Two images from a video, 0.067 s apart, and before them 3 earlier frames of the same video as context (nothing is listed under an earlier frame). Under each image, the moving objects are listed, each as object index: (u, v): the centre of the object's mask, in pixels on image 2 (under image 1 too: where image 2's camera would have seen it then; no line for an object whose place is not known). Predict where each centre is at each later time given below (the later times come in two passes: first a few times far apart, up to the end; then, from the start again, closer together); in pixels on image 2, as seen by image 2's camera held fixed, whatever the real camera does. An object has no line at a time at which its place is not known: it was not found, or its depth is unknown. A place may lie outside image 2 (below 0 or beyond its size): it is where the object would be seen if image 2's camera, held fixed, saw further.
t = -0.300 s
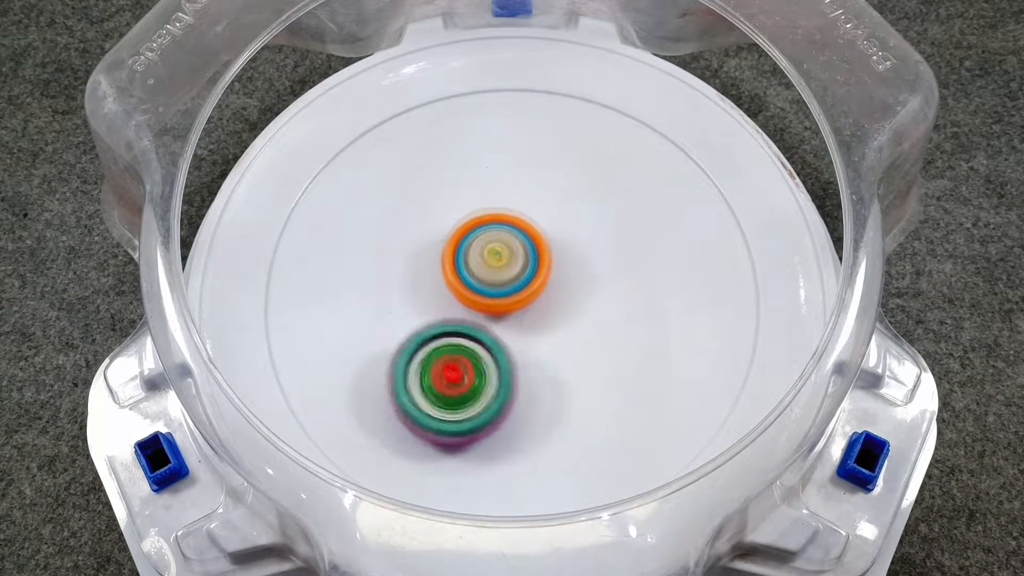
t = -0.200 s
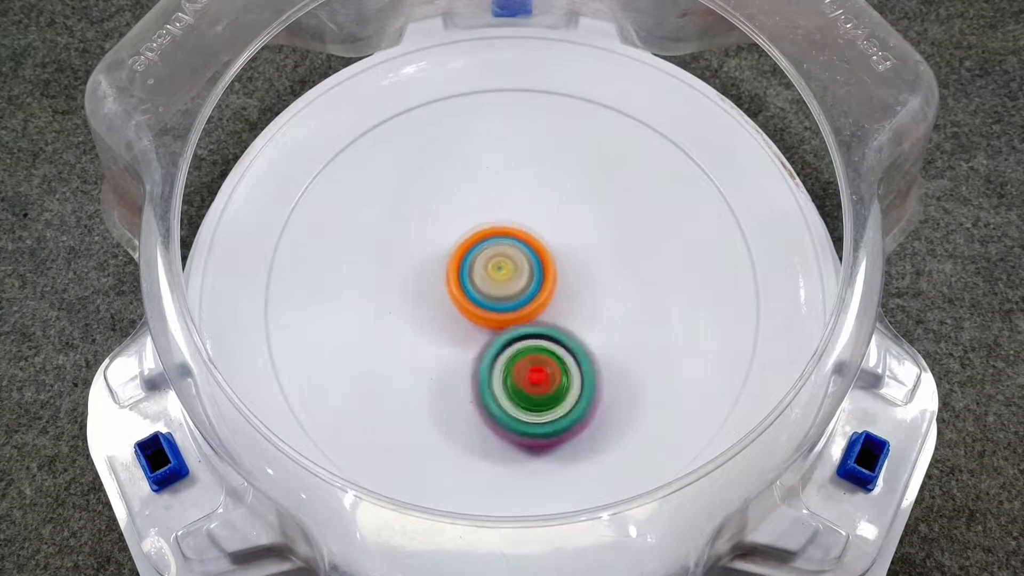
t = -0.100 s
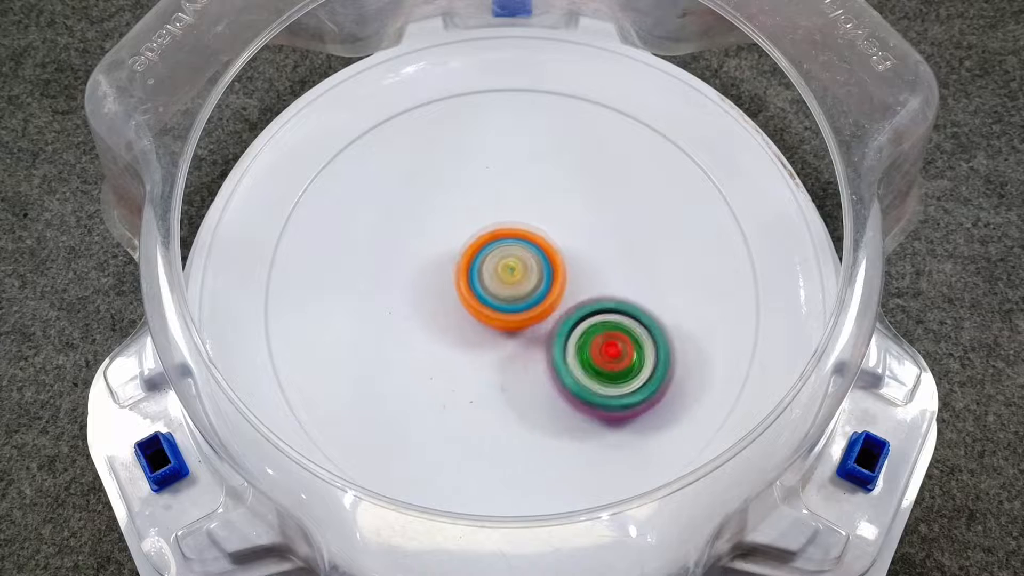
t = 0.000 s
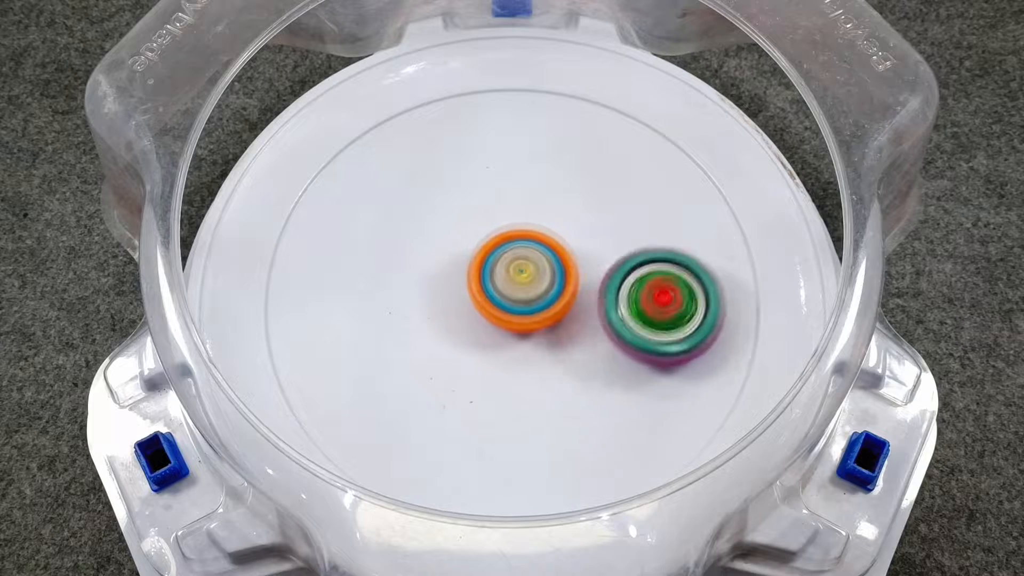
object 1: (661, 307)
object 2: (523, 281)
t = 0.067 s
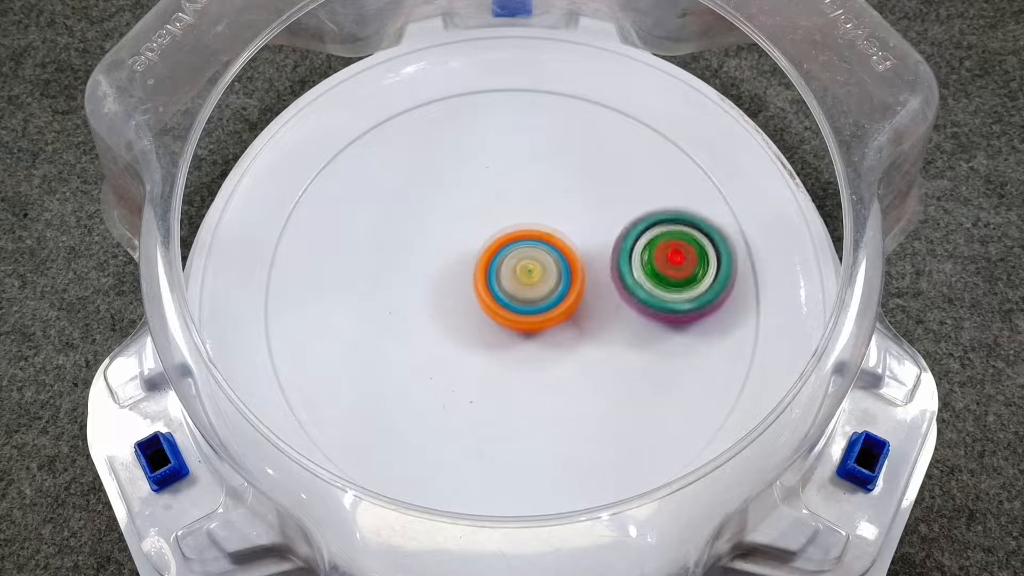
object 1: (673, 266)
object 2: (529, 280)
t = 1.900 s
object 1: (567, 229)
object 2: (499, 322)
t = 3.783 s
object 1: (540, 279)
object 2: (419, 286)
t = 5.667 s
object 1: (549, 241)
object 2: (524, 350)
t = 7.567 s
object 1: (556, 320)
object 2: (450, 265)
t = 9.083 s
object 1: (464, 303)
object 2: (579, 267)
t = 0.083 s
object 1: (674, 256)
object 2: (530, 281)
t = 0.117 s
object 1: (673, 237)
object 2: (533, 281)
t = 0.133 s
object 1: (672, 228)
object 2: (534, 281)
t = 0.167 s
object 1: (666, 210)
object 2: (537, 279)
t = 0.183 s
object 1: (662, 201)
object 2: (538, 279)
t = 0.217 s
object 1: (651, 186)
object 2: (541, 277)
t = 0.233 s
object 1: (645, 179)
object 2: (541, 277)
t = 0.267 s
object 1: (632, 166)
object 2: (541, 276)
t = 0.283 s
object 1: (624, 160)
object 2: (541, 276)
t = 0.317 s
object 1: (608, 150)
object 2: (541, 275)
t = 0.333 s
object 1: (600, 146)
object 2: (541, 275)
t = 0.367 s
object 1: (582, 140)
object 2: (541, 275)
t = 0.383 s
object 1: (574, 138)
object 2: (541, 274)
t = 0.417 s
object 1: (556, 136)
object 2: (540, 274)
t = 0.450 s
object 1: (538, 138)
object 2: (539, 275)
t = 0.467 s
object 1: (529, 139)
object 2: (538, 275)
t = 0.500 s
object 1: (513, 144)
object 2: (539, 276)
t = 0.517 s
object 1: (504, 148)
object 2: (539, 277)
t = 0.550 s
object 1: (488, 156)
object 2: (539, 278)
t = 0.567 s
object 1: (481, 161)
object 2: (538, 279)
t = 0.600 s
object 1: (467, 173)
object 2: (537, 281)
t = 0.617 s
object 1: (461, 180)
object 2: (537, 282)
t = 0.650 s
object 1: (451, 194)
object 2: (537, 284)
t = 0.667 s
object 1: (446, 202)
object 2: (538, 284)
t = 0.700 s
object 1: (438, 219)
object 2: (539, 285)
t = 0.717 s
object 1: (435, 228)
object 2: (540, 285)
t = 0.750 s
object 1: (430, 244)
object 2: (543, 287)
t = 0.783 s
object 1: (427, 262)
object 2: (546, 290)
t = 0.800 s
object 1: (426, 270)
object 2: (548, 290)
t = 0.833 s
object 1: (427, 287)
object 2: (551, 290)
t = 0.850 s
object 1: (428, 296)
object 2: (553, 290)
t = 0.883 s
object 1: (432, 313)
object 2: (557, 290)
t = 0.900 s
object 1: (435, 321)
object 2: (559, 290)
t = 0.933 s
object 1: (445, 337)
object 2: (563, 289)
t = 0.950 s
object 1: (450, 344)
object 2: (565, 289)
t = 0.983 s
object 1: (463, 356)
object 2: (568, 287)
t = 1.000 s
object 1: (470, 362)
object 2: (568, 285)
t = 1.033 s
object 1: (485, 371)
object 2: (570, 283)
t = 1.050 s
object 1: (494, 375)
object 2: (571, 283)
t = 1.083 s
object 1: (511, 382)
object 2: (571, 281)
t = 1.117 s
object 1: (528, 386)
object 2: (570, 279)
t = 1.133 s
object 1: (537, 387)
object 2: (569, 278)
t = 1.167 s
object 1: (555, 388)
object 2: (567, 276)
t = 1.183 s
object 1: (564, 388)
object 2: (565, 275)
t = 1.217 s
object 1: (581, 384)
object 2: (563, 274)
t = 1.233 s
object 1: (589, 382)
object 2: (562, 273)
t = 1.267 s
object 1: (603, 377)
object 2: (559, 272)
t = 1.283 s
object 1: (610, 374)
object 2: (558, 272)
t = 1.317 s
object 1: (622, 367)
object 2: (555, 272)
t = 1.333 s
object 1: (626, 362)
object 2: (553, 272)
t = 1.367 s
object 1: (635, 353)
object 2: (550, 272)
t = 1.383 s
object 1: (639, 348)
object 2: (547, 272)
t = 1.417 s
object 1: (646, 338)
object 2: (545, 273)
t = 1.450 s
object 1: (650, 329)
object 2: (541, 274)
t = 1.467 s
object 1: (652, 323)
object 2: (539, 274)
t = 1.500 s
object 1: (654, 313)
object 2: (534, 276)
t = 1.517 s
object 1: (655, 307)
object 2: (532, 277)
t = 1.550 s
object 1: (654, 296)
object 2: (529, 279)
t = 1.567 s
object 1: (652, 291)
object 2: (527, 281)
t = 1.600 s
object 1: (648, 281)
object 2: (524, 284)
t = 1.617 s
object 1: (645, 276)
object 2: (522, 285)
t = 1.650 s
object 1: (639, 268)
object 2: (518, 289)
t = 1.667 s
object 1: (636, 263)
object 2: (516, 290)
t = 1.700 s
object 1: (629, 255)
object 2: (513, 294)
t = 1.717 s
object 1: (624, 251)
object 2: (512, 295)
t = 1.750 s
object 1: (617, 245)
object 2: (508, 300)
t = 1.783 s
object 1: (607, 240)
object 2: (505, 305)
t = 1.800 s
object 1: (602, 237)
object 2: (503, 307)
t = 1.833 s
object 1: (590, 234)
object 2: (502, 312)
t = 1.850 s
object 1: (585, 232)
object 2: (501, 314)
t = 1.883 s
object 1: (572, 230)
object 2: (500, 319)
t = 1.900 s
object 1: (567, 229)
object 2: (499, 322)
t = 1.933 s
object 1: (555, 228)
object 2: (498, 327)
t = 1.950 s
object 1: (549, 228)
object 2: (498, 329)
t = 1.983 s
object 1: (537, 230)
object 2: (497, 335)
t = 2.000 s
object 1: (531, 231)
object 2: (498, 338)
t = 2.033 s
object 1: (519, 234)
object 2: (500, 344)
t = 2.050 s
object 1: (514, 236)
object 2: (501, 346)
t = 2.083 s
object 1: (504, 240)
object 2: (505, 351)
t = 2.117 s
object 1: (496, 245)
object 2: (509, 355)
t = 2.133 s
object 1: (491, 247)
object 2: (511, 357)
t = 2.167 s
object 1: (482, 252)
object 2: (516, 359)
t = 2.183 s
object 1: (478, 255)
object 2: (519, 361)
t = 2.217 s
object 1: (470, 260)
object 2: (524, 364)
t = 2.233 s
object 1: (466, 264)
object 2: (526, 365)
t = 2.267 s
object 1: (459, 271)
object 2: (531, 365)
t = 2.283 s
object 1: (456, 275)
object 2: (533, 365)
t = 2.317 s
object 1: (451, 283)
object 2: (538, 364)
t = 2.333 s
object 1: (448, 287)
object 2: (542, 363)
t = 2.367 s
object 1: (443, 295)
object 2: (548, 362)
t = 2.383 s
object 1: (442, 299)
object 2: (550, 361)
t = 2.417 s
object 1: (440, 308)
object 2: (555, 359)
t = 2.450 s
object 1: (439, 317)
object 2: (559, 356)
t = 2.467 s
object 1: (439, 321)
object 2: (561, 354)
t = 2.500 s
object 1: (439, 330)
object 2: (565, 350)
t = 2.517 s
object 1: (440, 335)
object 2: (567, 348)
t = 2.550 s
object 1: (443, 343)
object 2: (570, 342)
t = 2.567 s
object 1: (444, 346)
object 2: (571, 339)
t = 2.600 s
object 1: (447, 352)
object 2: (574, 334)
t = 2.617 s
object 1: (449, 355)
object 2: (574, 330)
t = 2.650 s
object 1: (454, 361)
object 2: (574, 325)
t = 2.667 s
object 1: (456, 363)
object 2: (574, 322)
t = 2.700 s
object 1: (462, 367)
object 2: (575, 317)
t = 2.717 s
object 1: (465, 369)
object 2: (575, 314)
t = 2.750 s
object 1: (470, 373)
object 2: (575, 307)
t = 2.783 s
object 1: (477, 375)
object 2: (574, 302)
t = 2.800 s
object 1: (481, 375)
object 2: (574, 298)
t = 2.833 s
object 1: (488, 376)
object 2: (570, 292)
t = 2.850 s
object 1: (492, 376)
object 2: (569, 289)
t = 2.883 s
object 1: (498, 376)
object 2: (567, 283)
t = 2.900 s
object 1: (500, 376)
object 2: (566, 279)
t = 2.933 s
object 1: (507, 375)
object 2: (562, 274)
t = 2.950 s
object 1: (510, 374)
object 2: (559, 272)
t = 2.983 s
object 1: (516, 373)
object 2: (555, 267)
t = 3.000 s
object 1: (518, 372)
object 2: (552, 265)
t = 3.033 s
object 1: (524, 370)
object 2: (546, 260)
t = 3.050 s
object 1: (526, 368)
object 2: (544, 258)
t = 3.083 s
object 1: (532, 364)
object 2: (537, 255)
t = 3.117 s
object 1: (536, 360)
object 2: (532, 251)
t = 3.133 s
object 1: (537, 357)
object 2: (530, 249)
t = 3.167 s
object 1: (541, 354)
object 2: (523, 245)
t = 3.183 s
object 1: (542, 351)
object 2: (520, 244)
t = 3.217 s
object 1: (545, 346)
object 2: (514, 242)
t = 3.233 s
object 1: (546, 344)
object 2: (510, 240)
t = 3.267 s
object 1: (548, 340)
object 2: (504, 238)
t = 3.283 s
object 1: (549, 337)
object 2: (500, 238)
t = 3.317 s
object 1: (550, 332)
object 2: (494, 237)
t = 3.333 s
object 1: (550, 330)
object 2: (490, 235)
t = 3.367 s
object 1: (551, 326)
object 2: (483, 234)
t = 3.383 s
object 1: (552, 323)
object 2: (481, 234)
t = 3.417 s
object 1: (551, 318)
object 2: (475, 235)
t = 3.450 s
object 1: (553, 314)
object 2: (468, 235)
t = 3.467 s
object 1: (553, 312)
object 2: (464, 234)
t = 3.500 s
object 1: (553, 307)
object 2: (457, 237)
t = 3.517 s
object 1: (552, 304)
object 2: (454, 239)
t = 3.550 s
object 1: (550, 300)
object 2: (448, 243)
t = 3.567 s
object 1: (549, 299)
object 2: (443, 244)
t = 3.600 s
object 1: (548, 296)
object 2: (436, 250)
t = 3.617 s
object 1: (548, 294)
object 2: (433, 252)
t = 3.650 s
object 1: (545, 291)
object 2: (427, 259)
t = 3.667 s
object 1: (544, 289)
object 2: (426, 264)
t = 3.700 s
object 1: (544, 287)
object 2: (422, 271)
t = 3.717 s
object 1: (544, 285)
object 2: (420, 274)
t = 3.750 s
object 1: (543, 282)
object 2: (419, 280)
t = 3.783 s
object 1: (540, 279)
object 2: (419, 286)
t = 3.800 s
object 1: (540, 278)
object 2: (418, 288)
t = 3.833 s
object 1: (544, 277)
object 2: (413, 291)
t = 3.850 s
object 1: (545, 275)
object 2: (413, 293)
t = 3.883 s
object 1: (545, 273)
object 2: (415, 298)
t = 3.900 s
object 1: (545, 272)
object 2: (416, 300)
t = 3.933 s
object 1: (543, 270)
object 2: (420, 304)
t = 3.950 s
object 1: (542, 269)
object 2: (423, 306)
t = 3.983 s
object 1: (540, 268)
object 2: (428, 309)
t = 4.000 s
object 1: (541, 268)
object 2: (428, 311)
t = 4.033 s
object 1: (546, 266)
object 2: (429, 314)
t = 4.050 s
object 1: (548, 265)
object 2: (431, 316)
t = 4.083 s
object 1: (549, 262)
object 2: (436, 319)
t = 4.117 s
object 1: (548, 260)
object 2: (442, 321)
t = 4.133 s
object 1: (548, 259)
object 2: (444, 322)
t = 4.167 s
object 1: (547, 257)
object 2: (450, 322)
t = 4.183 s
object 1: (548, 256)
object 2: (453, 323)
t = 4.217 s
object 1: (550, 253)
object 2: (458, 324)
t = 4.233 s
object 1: (552, 251)
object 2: (459, 325)
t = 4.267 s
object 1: (555, 246)
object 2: (463, 326)
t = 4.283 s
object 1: (555, 244)
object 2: (466, 326)
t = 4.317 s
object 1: (555, 242)
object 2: (471, 325)
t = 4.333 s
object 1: (554, 241)
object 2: (474, 324)
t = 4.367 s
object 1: (556, 239)
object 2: (477, 322)
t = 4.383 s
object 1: (556, 237)
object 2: (478, 322)
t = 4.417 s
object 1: (555, 234)
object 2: (480, 320)
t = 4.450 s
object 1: (554, 231)
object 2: (482, 319)
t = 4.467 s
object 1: (555, 230)
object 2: (483, 318)
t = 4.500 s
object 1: (555, 227)
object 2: (484, 317)
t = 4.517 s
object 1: (554, 226)
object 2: (486, 316)
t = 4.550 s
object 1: (553, 224)
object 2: (487, 315)
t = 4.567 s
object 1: (553, 223)
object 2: (488, 315)
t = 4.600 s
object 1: (553, 221)
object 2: (489, 314)
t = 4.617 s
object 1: (553, 220)
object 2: (490, 313)
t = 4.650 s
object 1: (552, 218)
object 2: (491, 312)
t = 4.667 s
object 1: (551, 217)
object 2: (492, 312)
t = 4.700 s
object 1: (552, 216)
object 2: (492, 312)
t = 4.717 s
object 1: (552, 215)
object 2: (492, 313)
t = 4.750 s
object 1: (550, 213)
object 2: (494, 313)
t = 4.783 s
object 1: (548, 213)
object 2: (494, 313)
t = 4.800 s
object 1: (548, 214)
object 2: (495, 313)
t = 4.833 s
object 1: (547, 214)
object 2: (496, 312)
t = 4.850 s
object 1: (547, 213)
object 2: (496, 312)
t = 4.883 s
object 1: (545, 213)
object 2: (497, 313)
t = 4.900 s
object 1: (545, 213)
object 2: (497, 312)
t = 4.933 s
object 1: (544, 212)
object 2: (497, 313)
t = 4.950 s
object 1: (543, 212)
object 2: (497, 314)
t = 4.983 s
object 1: (542, 213)
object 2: (498, 315)
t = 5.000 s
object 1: (541, 214)
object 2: (498, 315)
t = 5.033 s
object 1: (540, 214)
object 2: (499, 317)
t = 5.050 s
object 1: (540, 215)
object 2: (499, 318)
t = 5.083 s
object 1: (539, 216)
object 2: (500, 320)
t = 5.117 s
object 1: (539, 218)
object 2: (500, 321)
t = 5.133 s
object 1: (539, 219)
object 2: (500, 323)
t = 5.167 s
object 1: (539, 219)
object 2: (501, 325)
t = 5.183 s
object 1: (539, 221)
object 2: (502, 326)
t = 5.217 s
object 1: (539, 223)
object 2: (503, 328)
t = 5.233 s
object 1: (539, 224)
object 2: (504, 328)
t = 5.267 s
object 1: (539, 226)
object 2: (504, 332)
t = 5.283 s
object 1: (540, 227)
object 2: (505, 333)
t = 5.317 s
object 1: (540, 228)
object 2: (506, 336)
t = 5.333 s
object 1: (539, 229)
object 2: (507, 337)
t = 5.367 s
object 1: (539, 231)
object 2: (508, 336)
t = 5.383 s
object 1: (540, 232)
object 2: (509, 337)
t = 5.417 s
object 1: (542, 232)
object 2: (508, 342)
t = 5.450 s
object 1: (543, 232)
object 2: (510, 345)
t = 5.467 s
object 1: (543, 233)
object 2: (512, 345)
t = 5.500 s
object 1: (543, 234)
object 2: (514, 346)
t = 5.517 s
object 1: (543, 236)
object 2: (517, 345)
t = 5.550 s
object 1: (545, 239)
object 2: (518, 346)
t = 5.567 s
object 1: (546, 239)
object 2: (520, 347)
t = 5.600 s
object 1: (547, 240)
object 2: (520, 349)
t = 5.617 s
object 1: (548, 240)
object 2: (522, 349)
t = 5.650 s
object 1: (549, 241)
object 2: (522, 349)
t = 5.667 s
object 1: (549, 241)
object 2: (524, 350)
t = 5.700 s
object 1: (551, 242)
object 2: (524, 351)
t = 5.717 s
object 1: (552, 242)
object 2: (525, 352)
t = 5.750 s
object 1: (552, 243)
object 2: (525, 352)
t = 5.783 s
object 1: (553, 244)
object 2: (526, 351)
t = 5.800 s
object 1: (554, 244)
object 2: (525, 352)
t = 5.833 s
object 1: (555, 246)
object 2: (526, 352)
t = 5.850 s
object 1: (556, 246)
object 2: (525, 352)
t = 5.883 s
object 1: (557, 246)
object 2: (524, 353)
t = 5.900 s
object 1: (558, 247)
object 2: (523, 353)
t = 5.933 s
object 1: (560, 249)
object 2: (523, 353)
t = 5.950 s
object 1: (561, 248)
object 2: (522, 354)
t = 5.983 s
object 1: (563, 249)
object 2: (521, 354)
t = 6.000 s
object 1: (564, 249)
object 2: (520, 354)
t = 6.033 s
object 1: (565, 250)
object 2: (520, 352)
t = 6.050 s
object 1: (566, 251)
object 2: (519, 352)
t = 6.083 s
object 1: (567, 250)
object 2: (518, 351)
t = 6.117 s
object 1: (569, 251)
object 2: (516, 351)
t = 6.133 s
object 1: (570, 251)
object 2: (515, 350)
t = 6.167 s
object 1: (570, 251)
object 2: (512, 350)
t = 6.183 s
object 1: (571, 252)
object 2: (511, 349)
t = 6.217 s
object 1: (572, 253)
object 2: (509, 348)
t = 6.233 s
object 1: (571, 253)
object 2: (507, 347)
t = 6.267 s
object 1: (572, 254)
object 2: (504, 346)
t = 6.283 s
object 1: (573, 254)
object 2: (502, 346)
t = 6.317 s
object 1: (572, 255)
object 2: (501, 345)
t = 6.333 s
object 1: (572, 256)
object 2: (499, 344)
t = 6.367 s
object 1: (572, 256)
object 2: (496, 343)
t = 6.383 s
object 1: (572, 257)
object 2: (494, 344)
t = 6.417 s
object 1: (571, 257)
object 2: (491, 341)
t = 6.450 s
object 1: (571, 259)
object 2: (487, 341)
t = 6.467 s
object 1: (571, 259)
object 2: (485, 340)
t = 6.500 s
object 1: (570, 261)
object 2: (482, 339)
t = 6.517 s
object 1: (570, 262)
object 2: (480, 338)
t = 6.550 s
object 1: (569, 263)
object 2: (478, 337)
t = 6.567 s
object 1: (568, 264)
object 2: (475, 336)
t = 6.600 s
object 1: (569, 264)
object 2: (472, 335)
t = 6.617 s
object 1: (569, 265)
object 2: (469, 335)
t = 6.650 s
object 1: (569, 266)
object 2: (467, 332)
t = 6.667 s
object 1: (568, 266)
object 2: (465, 332)
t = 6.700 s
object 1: (567, 269)
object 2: (463, 329)
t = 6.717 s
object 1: (567, 270)
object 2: (462, 329)
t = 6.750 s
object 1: (565, 273)
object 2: (459, 326)
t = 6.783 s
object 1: (568, 275)
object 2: (456, 324)
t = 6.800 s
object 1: (569, 275)
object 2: (453, 325)
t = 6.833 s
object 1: (570, 277)
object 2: (451, 321)
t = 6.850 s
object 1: (570, 277)
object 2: (450, 322)
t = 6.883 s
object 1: (569, 279)
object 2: (447, 319)
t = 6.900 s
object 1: (569, 279)
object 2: (447, 318)
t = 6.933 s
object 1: (568, 281)
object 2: (443, 316)
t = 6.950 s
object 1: (568, 282)
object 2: (444, 315)
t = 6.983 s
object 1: (567, 285)
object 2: (442, 314)
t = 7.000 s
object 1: (567, 286)
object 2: (441, 312)
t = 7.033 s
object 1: (567, 288)
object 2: (441, 309)
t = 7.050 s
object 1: (567, 289)
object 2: (441, 308)
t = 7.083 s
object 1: (567, 292)
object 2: (441, 305)
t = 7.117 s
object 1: (566, 295)
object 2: (440, 303)
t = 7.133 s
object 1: (566, 295)
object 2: (440, 300)
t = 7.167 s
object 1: (564, 297)
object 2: (441, 297)
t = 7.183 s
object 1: (564, 299)
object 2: (441, 296)
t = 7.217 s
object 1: (562, 301)
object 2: (442, 292)
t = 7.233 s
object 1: (563, 302)
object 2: (441, 292)
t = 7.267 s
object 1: (562, 304)
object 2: (441, 289)
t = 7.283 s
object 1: (561, 305)
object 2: (441, 288)
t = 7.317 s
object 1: (561, 307)
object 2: (442, 285)
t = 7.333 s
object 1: (561, 308)
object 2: (441, 284)
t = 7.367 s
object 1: (562, 311)
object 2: (442, 280)
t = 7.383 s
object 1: (562, 311)
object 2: (442, 280)
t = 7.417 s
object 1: (562, 313)
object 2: (442, 277)
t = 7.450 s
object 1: (561, 315)
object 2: (444, 273)
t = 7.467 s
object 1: (561, 315)
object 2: (444, 273)
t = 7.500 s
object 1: (559, 316)
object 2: (445, 270)
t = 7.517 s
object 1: (559, 317)
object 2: (446, 269)
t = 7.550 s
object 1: (557, 318)
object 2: (448, 267)
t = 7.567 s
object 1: (556, 320)
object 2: (450, 265)
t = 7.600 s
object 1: (555, 321)
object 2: (452, 263)
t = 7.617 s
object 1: (554, 322)
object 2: (453, 261)
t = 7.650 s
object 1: (554, 324)
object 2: (457, 258)
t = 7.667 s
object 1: (553, 325)
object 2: (457, 256)
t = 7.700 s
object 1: (552, 326)
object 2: (459, 254)
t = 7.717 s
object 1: (551, 326)
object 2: (461, 252)
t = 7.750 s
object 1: (550, 327)
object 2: (464, 250)
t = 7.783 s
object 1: (548, 329)
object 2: (468, 248)
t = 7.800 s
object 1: (548, 330)
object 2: (469, 245)
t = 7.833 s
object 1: (546, 332)
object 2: (471, 242)
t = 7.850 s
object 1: (546, 333)
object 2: (472, 241)
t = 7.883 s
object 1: (544, 334)
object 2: (476, 238)
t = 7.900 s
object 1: (543, 334)
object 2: (478, 237)
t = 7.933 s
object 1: (541, 335)
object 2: (480, 235)
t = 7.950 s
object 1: (540, 336)
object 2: (483, 234)
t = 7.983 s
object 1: (537, 336)
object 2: (487, 232)
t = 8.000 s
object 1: (537, 337)
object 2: (488, 231)
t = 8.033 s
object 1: (535, 336)
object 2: (492, 229)
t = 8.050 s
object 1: (534, 336)
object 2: (494, 228)
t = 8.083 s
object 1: (532, 335)
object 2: (497, 227)
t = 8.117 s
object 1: (531, 335)
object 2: (502, 226)
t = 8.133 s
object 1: (529, 334)
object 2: (504, 225)
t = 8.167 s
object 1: (527, 334)
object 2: (507, 225)
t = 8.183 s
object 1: (525, 333)
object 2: (509, 224)
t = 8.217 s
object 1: (523, 332)
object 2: (513, 223)
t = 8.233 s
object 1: (521, 331)
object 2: (515, 223)
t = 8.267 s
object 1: (518, 331)
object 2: (519, 222)
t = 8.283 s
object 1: (516, 331)
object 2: (522, 221)
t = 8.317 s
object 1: (514, 331)
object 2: (526, 221)
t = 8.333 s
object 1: (512, 331)
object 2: (527, 220)
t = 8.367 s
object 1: (509, 331)
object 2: (532, 220)
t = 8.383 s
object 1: (508, 330)
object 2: (533, 220)
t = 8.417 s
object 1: (505, 331)
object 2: (536, 220)
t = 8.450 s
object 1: (501, 330)
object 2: (540, 220)
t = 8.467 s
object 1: (501, 330)
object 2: (541, 221)
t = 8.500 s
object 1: (498, 329)
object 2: (544, 221)
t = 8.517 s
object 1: (497, 329)
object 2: (545, 222)
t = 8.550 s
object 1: (495, 328)
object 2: (549, 223)
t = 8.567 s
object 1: (494, 328)
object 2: (549, 224)
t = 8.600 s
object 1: (492, 327)
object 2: (551, 225)
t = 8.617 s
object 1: (492, 326)
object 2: (553, 226)
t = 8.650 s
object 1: (490, 325)
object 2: (555, 229)
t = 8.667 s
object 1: (490, 324)
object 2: (556, 229)
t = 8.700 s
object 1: (488, 322)
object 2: (559, 232)
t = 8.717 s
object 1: (487, 321)
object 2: (560, 233)
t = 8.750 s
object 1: (484, 319)
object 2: (562, 236)
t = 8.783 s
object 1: (481, 318)
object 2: (565, 238)
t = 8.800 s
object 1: (479, 318)
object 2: (566, 239)
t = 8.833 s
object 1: (477, 316)
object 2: (567, 243)
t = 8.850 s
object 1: (476, 316)
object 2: (568, 245)
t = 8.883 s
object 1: (473, 314)
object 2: (570, 247)
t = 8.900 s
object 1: (472, 313)
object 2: (572, 248)
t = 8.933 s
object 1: (470, 311)
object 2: (574, 251)
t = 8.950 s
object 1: (470, 310)
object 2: (574, 252)
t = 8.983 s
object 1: (467, 308)
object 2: (577, 255)
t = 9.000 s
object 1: (467, 307)
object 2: (577, 258)
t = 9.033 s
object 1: (465, 305)
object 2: (578, 261)
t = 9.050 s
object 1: (465, 305)
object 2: (578, 263)
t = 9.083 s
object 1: (464, 303)
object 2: (579, 267)
